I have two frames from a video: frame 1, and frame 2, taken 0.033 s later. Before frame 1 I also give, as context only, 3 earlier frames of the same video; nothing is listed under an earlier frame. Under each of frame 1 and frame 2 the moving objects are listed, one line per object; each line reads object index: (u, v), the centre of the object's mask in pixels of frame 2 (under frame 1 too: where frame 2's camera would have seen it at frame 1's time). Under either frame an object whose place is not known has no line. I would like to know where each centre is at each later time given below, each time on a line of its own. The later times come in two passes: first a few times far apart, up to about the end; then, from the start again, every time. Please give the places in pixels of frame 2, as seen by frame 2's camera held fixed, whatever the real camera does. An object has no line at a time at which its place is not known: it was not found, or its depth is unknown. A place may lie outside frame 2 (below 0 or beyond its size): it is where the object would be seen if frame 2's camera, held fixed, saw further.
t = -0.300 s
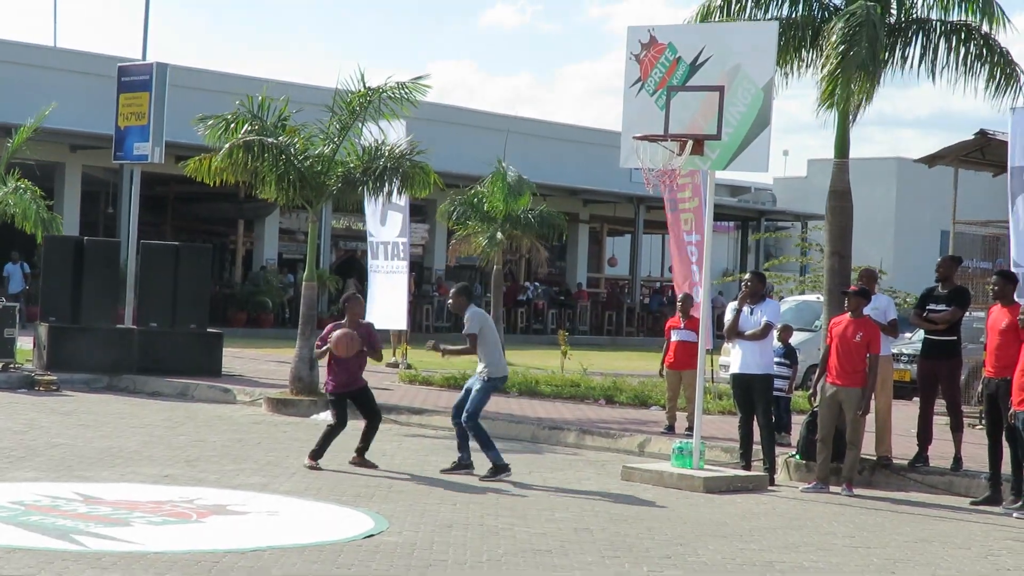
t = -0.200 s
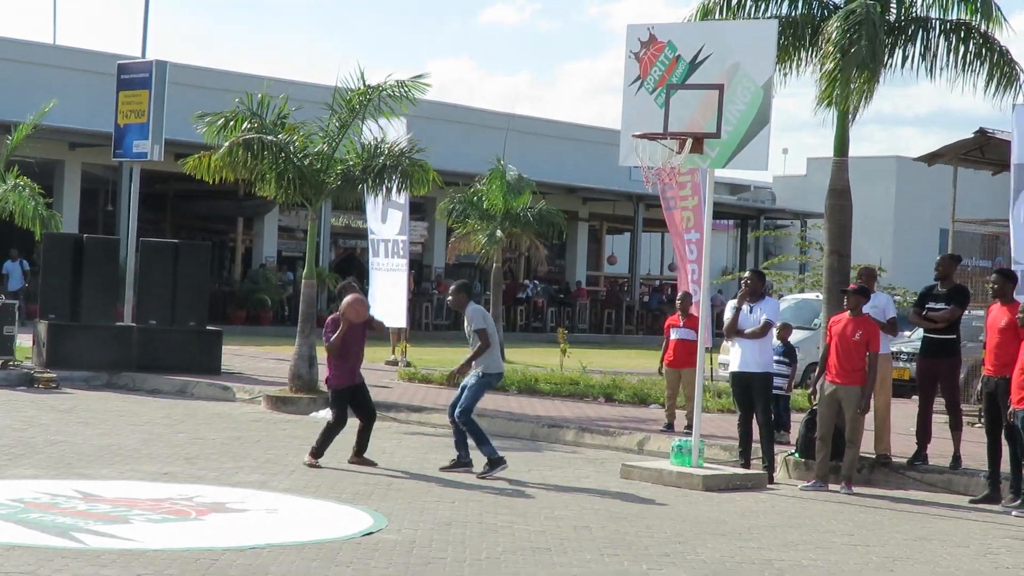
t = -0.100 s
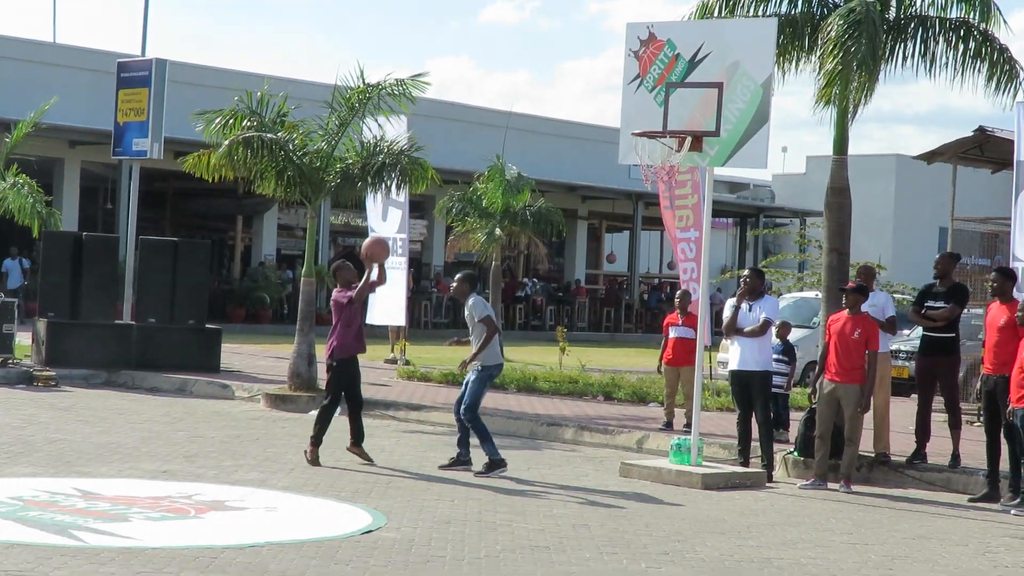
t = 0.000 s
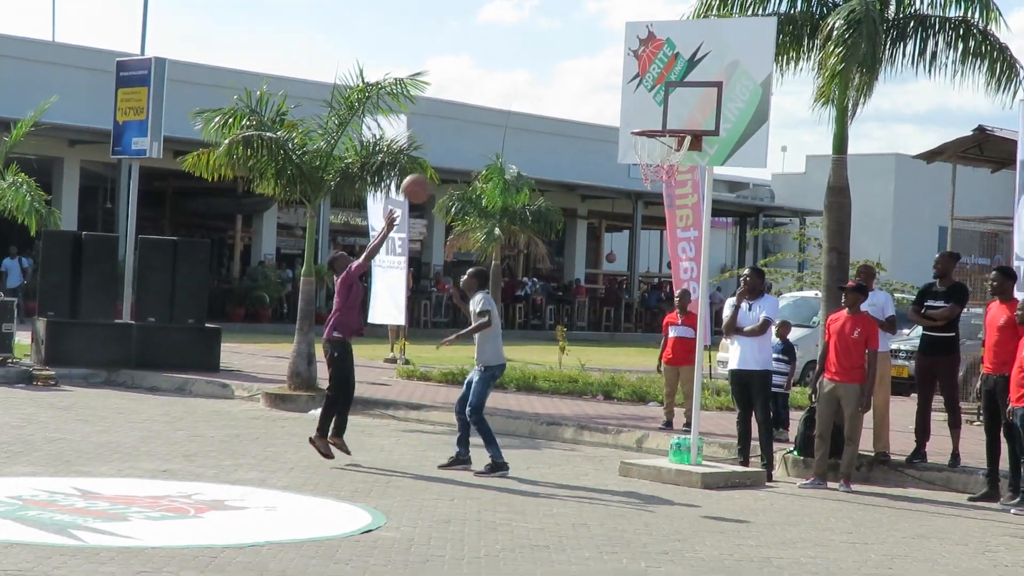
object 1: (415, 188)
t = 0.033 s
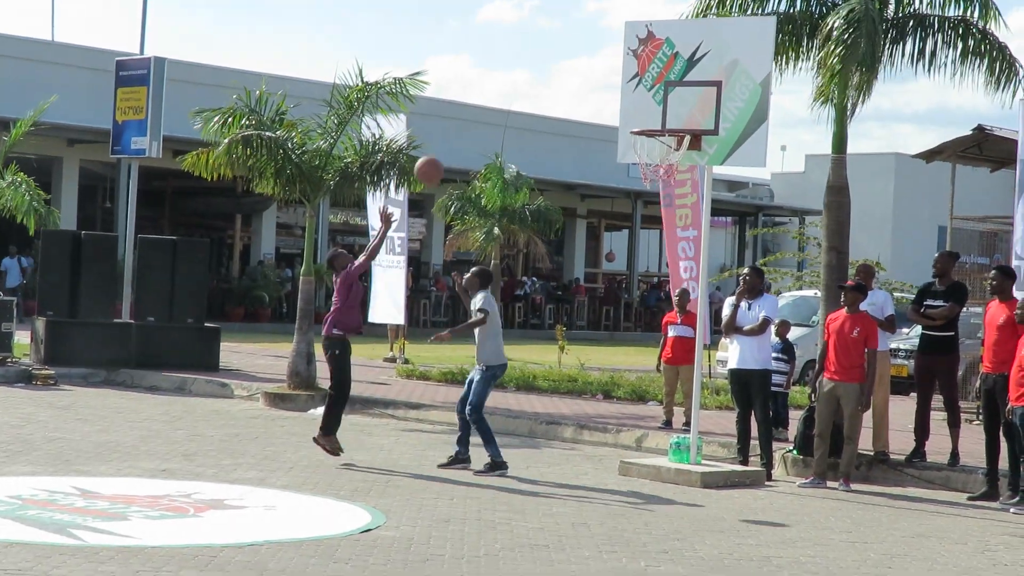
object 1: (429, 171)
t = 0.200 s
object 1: (496, 102)
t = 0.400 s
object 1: (574, 63)
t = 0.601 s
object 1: (647, 73)
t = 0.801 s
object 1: (718, 130)
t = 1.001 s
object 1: (726, 200)
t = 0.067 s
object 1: (442, 154)
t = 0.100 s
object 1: (456, 139)
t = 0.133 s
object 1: (469, 125)
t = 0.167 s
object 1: (482, 113)
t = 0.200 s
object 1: (496, 102)
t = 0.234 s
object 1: (509, 92)
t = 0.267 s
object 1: (522, 84)
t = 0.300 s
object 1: (535, 76)
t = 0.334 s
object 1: (548, 71)
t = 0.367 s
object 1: (561, 66)
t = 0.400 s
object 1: (574, 63)
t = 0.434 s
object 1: (586, 61)
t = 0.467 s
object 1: (598, 61)
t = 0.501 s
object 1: (611, 62)
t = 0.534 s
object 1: (623, 64)
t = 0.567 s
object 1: (635, 68)
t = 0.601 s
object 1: (647, 73)
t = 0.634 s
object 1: (659, 80)
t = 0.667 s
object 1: (671, 87)
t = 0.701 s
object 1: (682, 95)
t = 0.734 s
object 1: (695, 106)
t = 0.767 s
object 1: (706, 117)
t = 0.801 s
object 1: (718, 130)
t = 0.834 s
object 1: (723, 140)
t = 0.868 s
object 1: (724, 150)
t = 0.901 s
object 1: (725, 160)
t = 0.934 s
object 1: (726, 173)
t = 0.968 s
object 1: (726, 186)
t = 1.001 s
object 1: (726, 200)
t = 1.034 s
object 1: (727, 217)
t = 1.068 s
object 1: (728, 235)
